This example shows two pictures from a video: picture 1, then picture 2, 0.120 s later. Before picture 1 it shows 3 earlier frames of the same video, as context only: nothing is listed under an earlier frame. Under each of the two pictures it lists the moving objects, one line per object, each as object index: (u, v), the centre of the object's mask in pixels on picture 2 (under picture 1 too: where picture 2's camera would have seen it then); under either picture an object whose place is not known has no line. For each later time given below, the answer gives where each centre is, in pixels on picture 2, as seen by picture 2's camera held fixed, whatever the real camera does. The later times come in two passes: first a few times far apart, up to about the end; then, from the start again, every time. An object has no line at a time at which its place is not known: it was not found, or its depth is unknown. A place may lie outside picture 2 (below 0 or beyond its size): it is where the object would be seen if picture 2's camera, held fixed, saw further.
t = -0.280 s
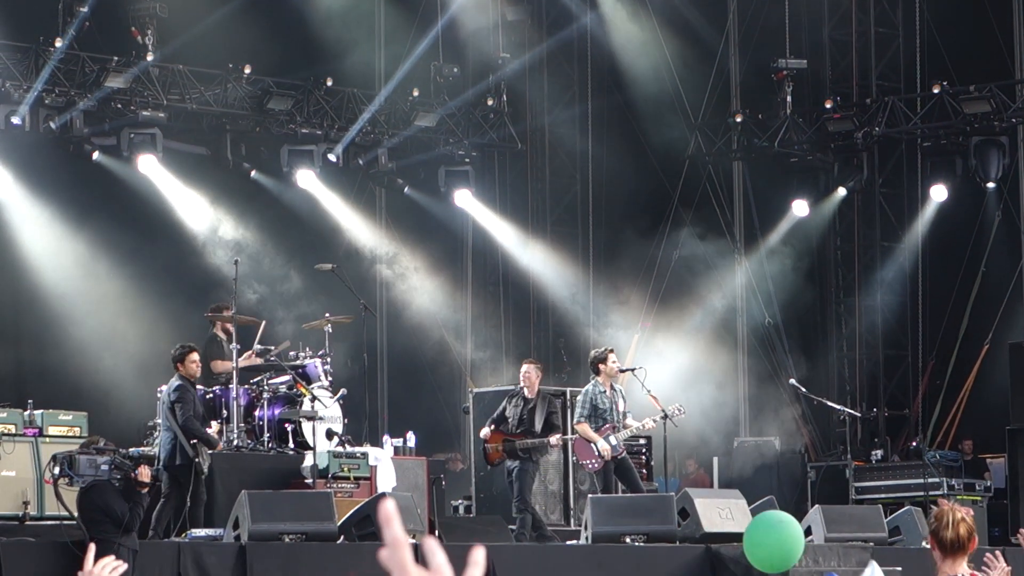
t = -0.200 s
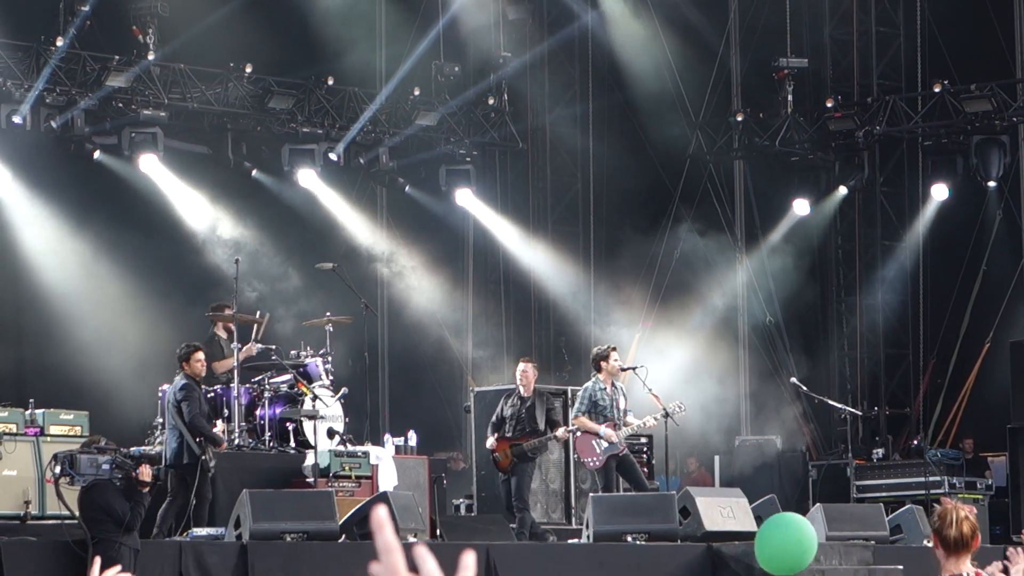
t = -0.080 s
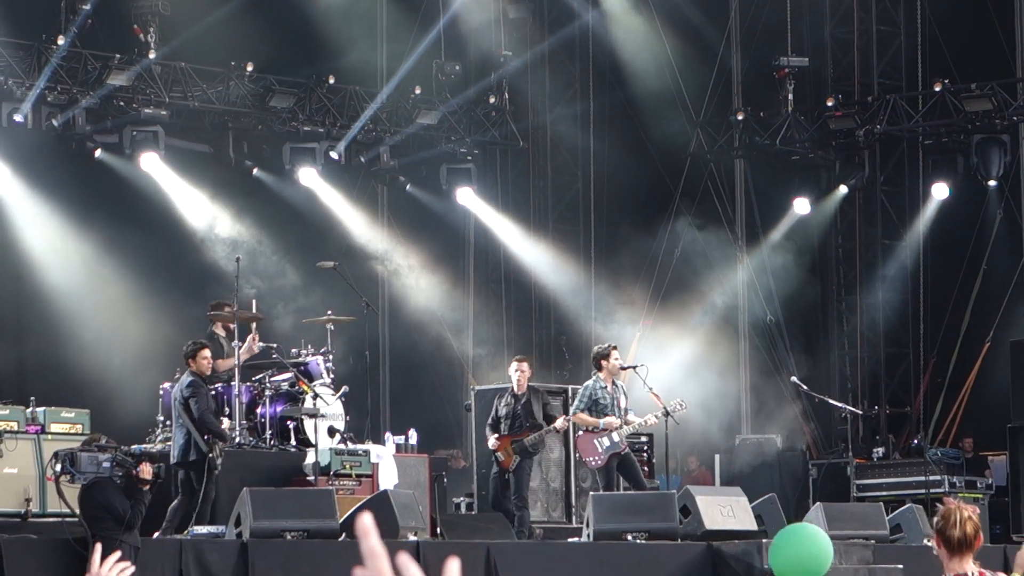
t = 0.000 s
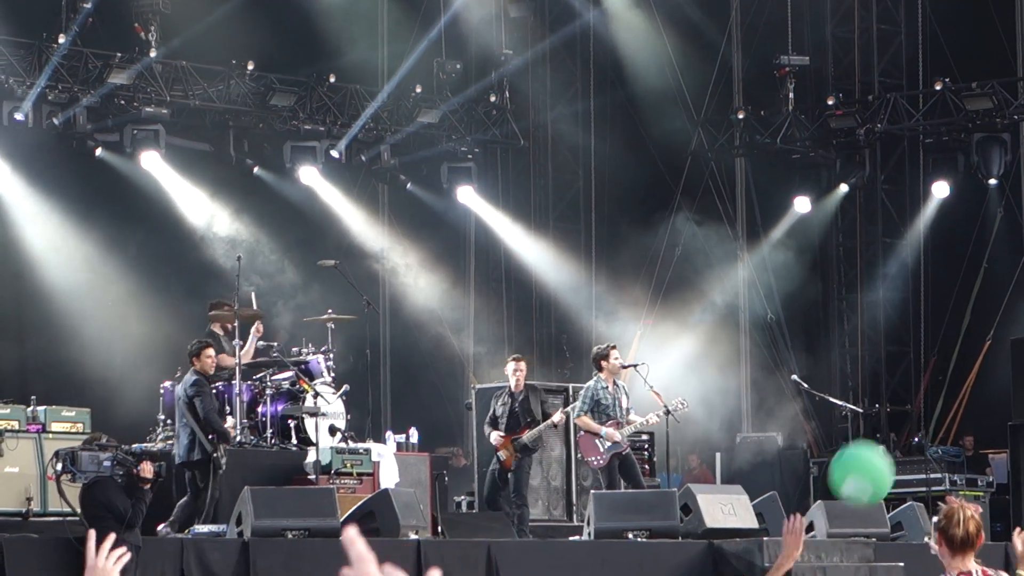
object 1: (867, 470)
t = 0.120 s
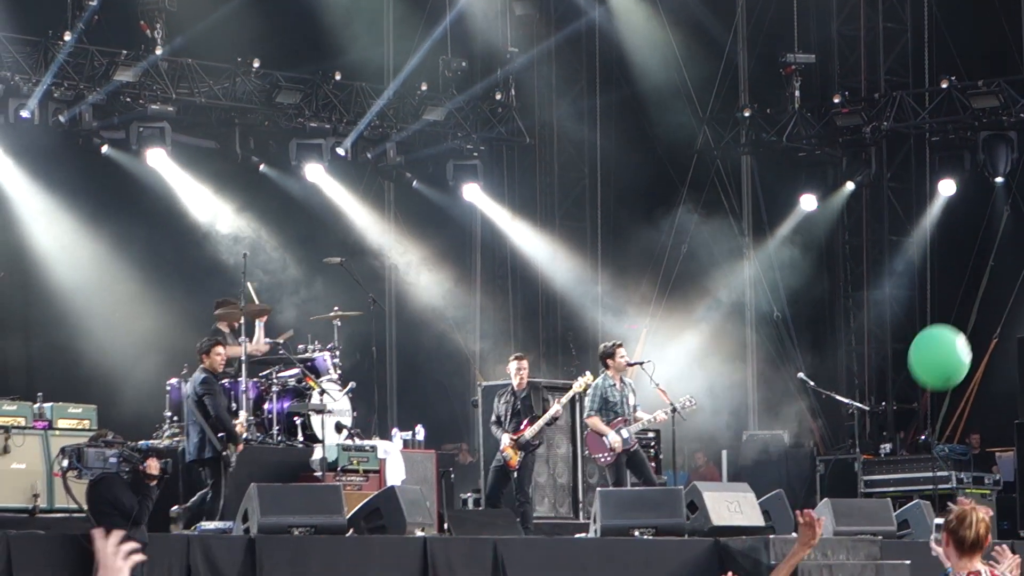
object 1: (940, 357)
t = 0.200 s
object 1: (958, 308)
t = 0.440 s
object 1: (950, 223)
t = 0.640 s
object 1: (920, 196)
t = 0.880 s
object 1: (877, 193)
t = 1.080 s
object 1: (846, 208)
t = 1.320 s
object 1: (813, 244)
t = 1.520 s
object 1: (783, 285)
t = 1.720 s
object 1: (753, 335)
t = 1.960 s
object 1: (714, 401)
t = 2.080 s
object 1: (701, 436)
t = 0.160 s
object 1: (951, 330)
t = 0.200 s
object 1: (958, 308)
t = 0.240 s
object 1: (961, 288)
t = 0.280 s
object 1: (962, 270)
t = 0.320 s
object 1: (961, 255)
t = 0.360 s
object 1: (959, 243)
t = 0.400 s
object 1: (955, 231)
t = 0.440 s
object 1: (950, 223)
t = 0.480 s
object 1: (944, 214)
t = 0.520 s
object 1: (938, 208)
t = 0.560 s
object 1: (931, 203)
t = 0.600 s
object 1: (925, 199)
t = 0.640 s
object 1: (920, 196)
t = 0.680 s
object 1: (911, 194)
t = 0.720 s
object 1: (904, 192)
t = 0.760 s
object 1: (898, 191)
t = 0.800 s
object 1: (891, 191)
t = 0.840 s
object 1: (884, 192)
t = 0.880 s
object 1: (877, 193)
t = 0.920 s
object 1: (871, 195)
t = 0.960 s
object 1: (864, 198)
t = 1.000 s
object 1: (858, 201)
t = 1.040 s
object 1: (852, 204)
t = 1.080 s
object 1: (846, 208)
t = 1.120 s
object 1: (841, 213)
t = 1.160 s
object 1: (836, 218)
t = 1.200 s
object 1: (830, 224)
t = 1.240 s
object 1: (825, 230)
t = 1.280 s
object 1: (819, 237)
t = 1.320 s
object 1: (813, 244)
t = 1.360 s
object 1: (807, 251)
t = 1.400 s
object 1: (801, 259)
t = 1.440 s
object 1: (795, 267)
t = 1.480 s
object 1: (790, 276)
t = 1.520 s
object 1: (783, 285)
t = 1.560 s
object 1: (777, 294)
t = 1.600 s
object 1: (771, 304)
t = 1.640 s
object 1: (765, 314)
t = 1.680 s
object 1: (759, 324)
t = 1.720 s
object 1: (753, 335)
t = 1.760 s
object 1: (747, 345)
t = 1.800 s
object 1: (740, 356)
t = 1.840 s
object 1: (734, 367)
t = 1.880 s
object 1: (727, 378)
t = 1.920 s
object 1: (720, 389)
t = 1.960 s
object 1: (714, 401)
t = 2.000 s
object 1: (709, 412)
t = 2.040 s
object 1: (706, 425)
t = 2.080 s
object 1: (701, 436)
